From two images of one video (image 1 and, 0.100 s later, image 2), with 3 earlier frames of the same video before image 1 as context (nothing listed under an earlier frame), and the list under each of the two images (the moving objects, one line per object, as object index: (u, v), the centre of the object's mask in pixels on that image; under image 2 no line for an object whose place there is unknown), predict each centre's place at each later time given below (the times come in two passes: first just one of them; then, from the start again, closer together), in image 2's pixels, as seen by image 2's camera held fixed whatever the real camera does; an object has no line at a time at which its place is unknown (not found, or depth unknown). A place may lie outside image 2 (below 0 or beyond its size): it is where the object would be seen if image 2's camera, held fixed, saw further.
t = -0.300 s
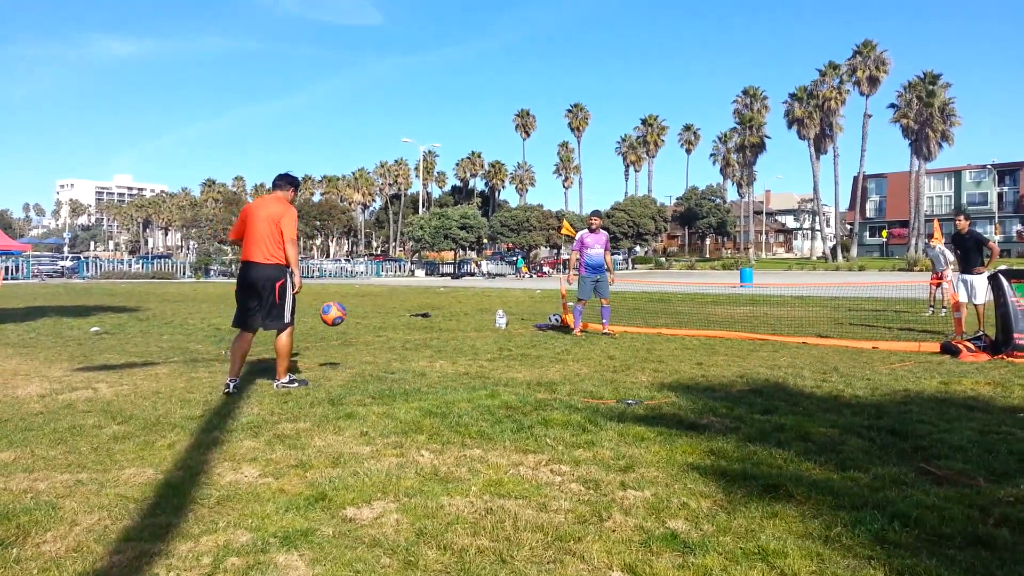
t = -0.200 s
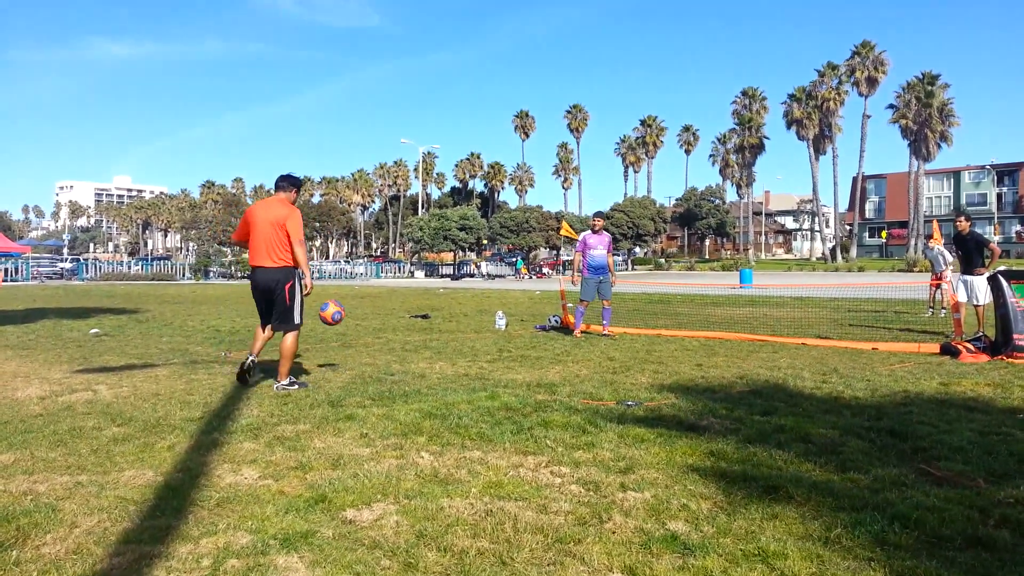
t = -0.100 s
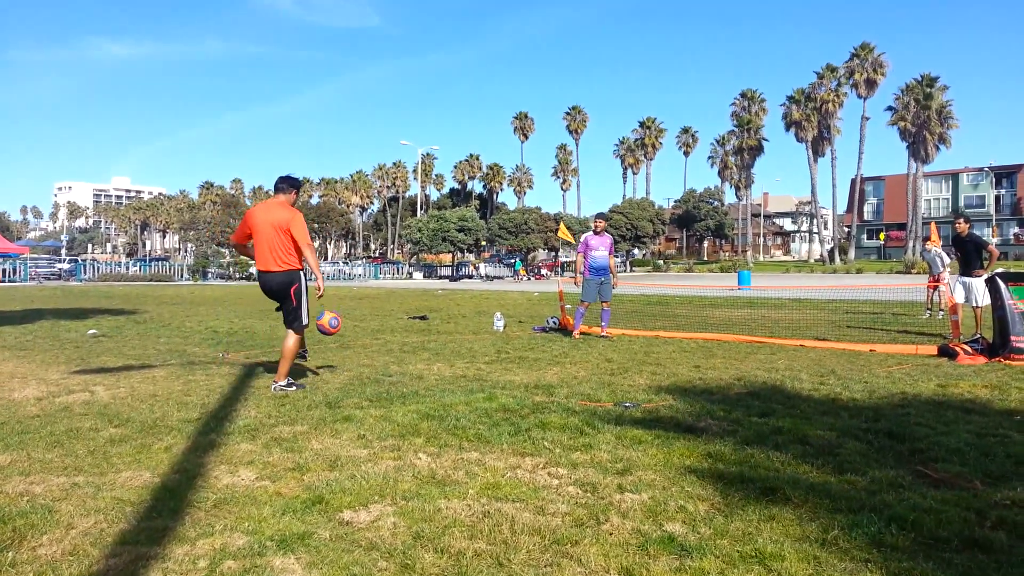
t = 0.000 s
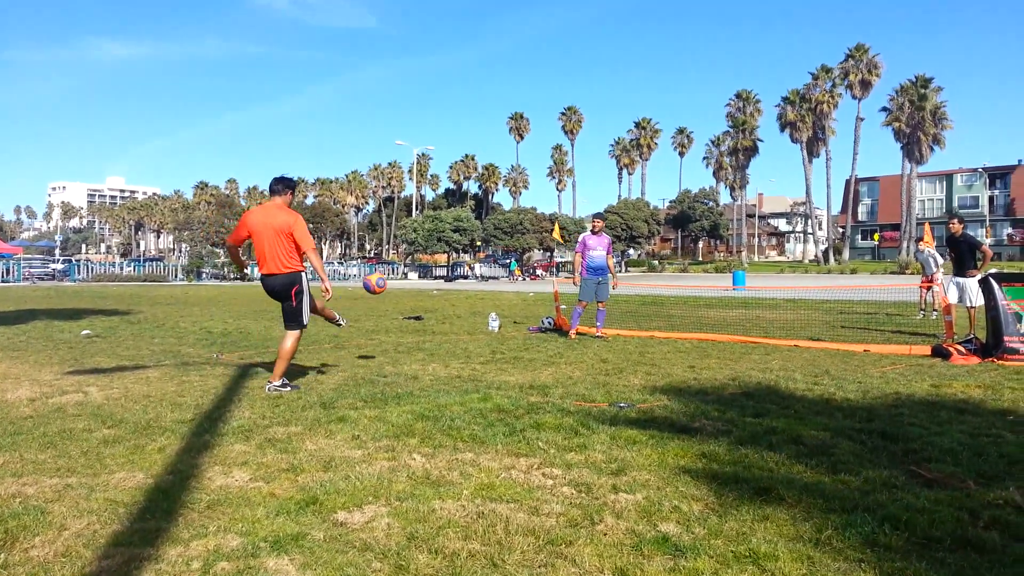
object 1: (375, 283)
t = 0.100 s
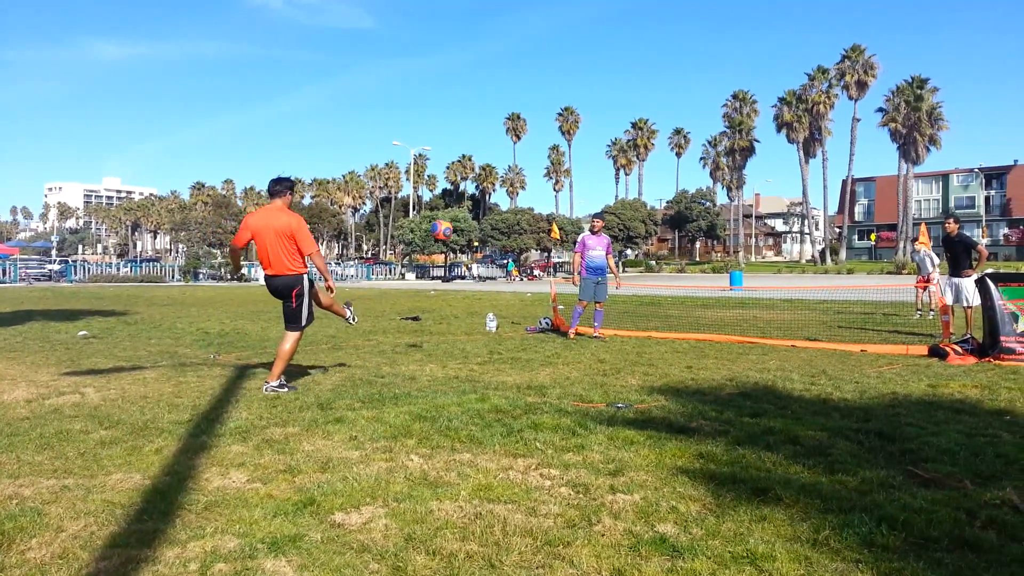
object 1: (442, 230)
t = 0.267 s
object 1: (540, 175)
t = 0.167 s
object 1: (483, 203)
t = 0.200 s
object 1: (502, 193)
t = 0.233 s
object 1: (522, 183)
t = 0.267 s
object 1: (540, 175)
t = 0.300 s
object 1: (556, 168)
